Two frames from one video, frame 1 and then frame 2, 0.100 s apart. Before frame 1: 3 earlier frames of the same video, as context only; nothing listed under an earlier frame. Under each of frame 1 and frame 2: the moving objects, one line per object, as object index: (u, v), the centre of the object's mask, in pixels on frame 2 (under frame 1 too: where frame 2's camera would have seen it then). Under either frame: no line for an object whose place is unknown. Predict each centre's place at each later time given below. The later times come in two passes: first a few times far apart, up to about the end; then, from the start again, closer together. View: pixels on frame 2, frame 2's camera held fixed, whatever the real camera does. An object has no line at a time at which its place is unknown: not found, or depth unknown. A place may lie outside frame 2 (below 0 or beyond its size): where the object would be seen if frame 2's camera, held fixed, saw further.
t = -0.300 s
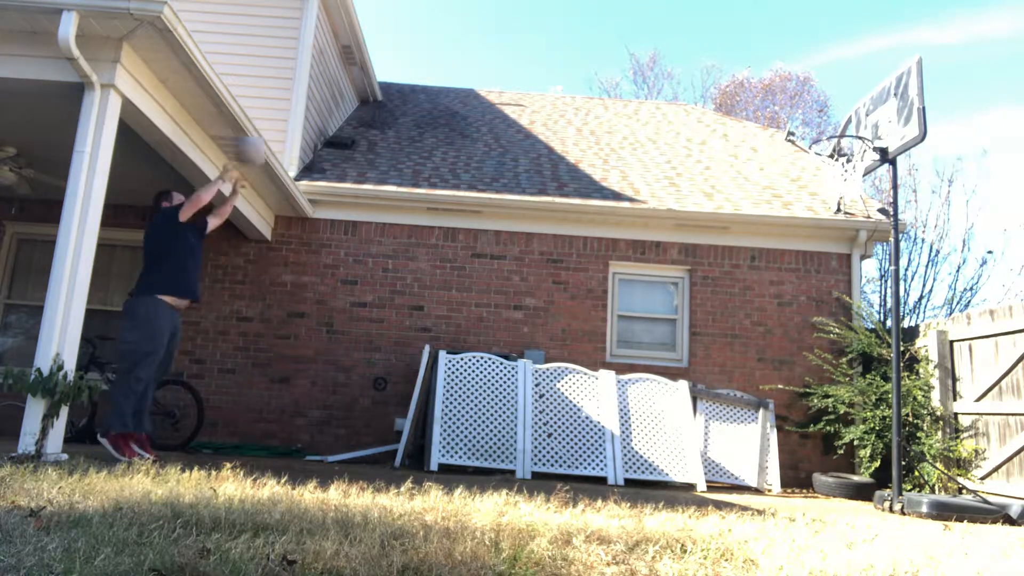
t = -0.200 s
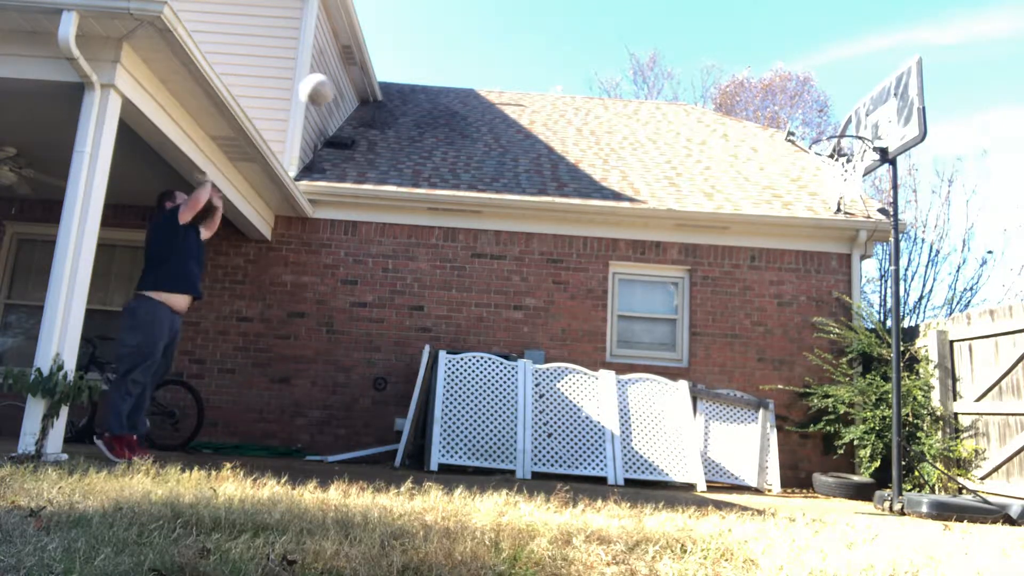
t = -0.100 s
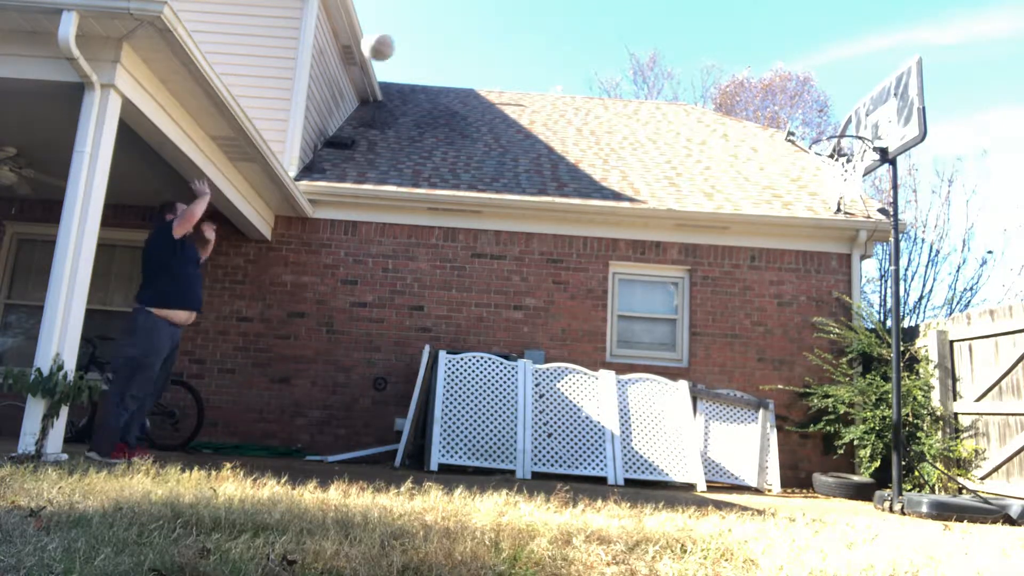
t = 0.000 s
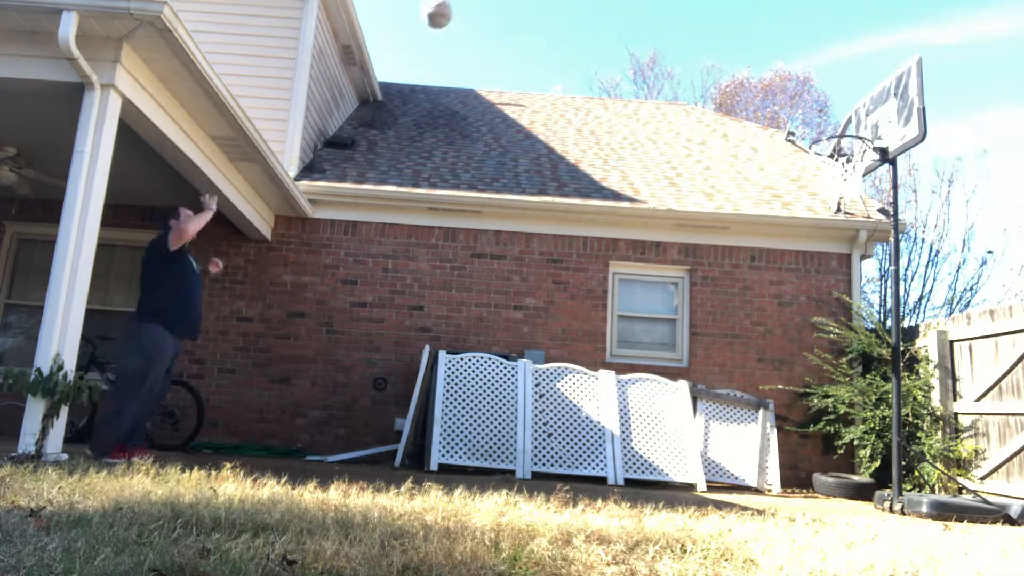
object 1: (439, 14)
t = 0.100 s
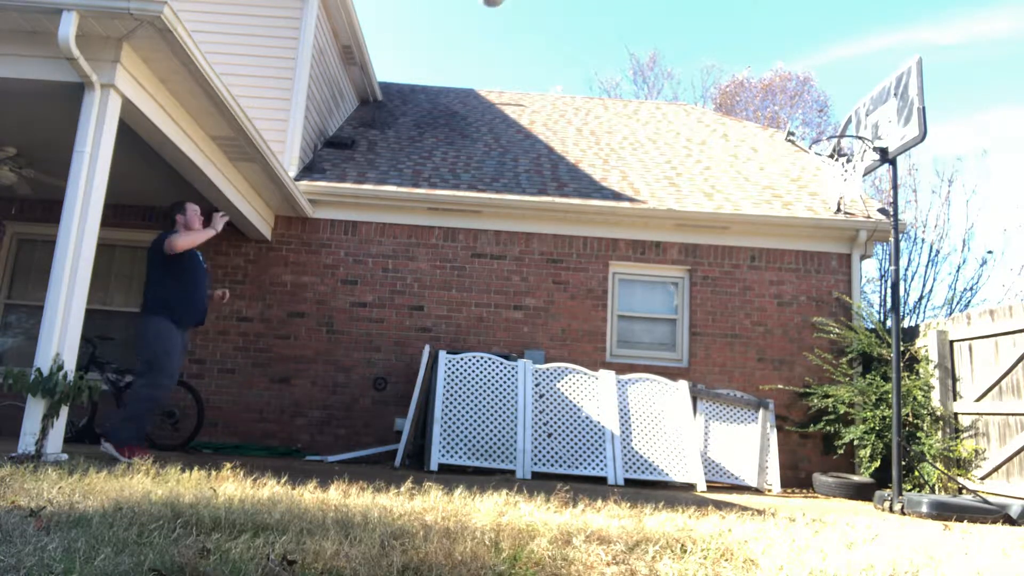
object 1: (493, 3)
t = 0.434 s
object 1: (662, 6)
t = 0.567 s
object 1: (728, 32)
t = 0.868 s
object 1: (861, 180)
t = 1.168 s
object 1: (852, 300)
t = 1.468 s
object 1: (851, 481)
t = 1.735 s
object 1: (822, 352)
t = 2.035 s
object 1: (795, 306)
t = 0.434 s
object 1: (662, 6)
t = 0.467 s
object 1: (678, 9)
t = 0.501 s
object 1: (695, 13)
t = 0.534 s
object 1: (711, 21)
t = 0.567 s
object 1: (728, 32)
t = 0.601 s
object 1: (745, 44)
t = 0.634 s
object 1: (761, 57)
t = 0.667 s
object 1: (778, 72)
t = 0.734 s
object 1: (811, 104)
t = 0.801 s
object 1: (847, 143)
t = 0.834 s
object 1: (859, 160)
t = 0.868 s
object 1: (861, 180)
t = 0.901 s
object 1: (859, 185)
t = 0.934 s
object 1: (858, 196)
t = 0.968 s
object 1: (856, 206)
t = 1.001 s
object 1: (853, 219)
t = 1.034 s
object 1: (855, 234)
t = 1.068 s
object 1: (855, 249)
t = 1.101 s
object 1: (854, 264)
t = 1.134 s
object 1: (854, 281)
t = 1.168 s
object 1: (852, 300)
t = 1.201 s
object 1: (852, 319)
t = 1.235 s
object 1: (853, 340)
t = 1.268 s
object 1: (852, 361)
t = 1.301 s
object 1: (852, 384)
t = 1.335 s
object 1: (853, 408)
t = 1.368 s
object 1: (852, 432)
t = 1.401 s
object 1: (852, 458)
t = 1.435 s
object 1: (853, 485)
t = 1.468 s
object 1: (851, 481)
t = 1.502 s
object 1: (846, 460)
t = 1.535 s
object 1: (842, 440)
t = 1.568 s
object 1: (839, 422)
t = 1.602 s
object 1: (835, 406)
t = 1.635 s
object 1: (831, 390)
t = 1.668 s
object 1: (829, 376)
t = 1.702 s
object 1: (826, 363)
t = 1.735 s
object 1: (822, 352)
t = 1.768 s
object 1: (819, 342)
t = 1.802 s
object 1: (815, 334)
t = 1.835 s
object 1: (812, 326)
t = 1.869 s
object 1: (810, 320)
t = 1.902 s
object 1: (807, 315)
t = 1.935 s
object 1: (804, 311)
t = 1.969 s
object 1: (801, 309)
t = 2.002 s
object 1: (798, 307)
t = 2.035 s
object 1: (795, 306)
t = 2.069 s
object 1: (792, 306)
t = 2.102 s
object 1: (790, 308)
